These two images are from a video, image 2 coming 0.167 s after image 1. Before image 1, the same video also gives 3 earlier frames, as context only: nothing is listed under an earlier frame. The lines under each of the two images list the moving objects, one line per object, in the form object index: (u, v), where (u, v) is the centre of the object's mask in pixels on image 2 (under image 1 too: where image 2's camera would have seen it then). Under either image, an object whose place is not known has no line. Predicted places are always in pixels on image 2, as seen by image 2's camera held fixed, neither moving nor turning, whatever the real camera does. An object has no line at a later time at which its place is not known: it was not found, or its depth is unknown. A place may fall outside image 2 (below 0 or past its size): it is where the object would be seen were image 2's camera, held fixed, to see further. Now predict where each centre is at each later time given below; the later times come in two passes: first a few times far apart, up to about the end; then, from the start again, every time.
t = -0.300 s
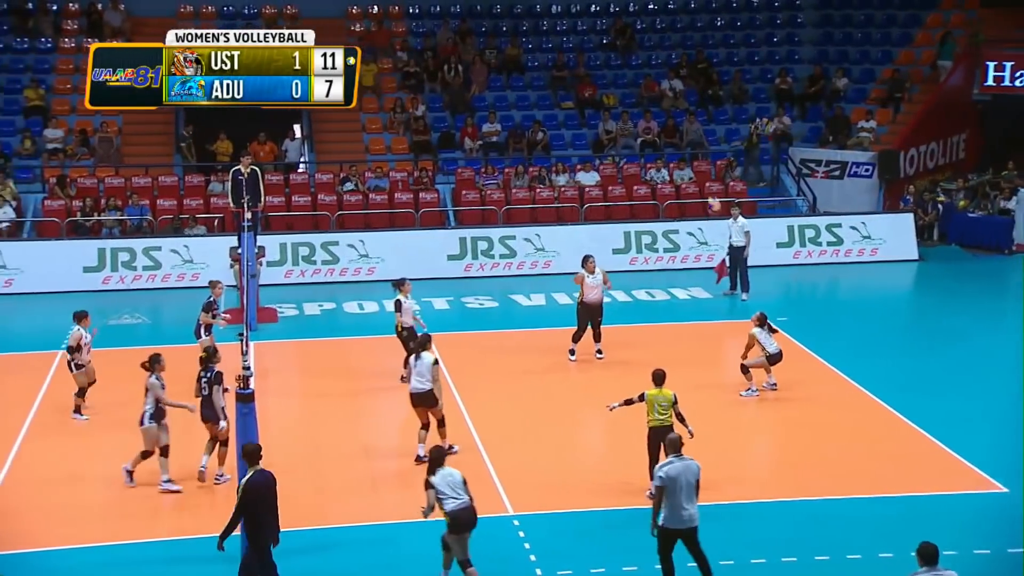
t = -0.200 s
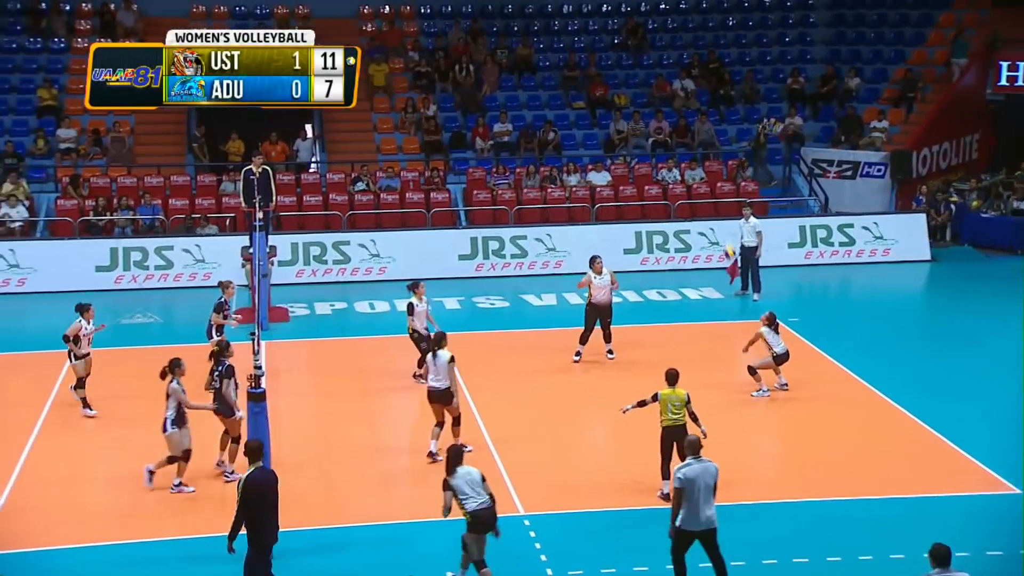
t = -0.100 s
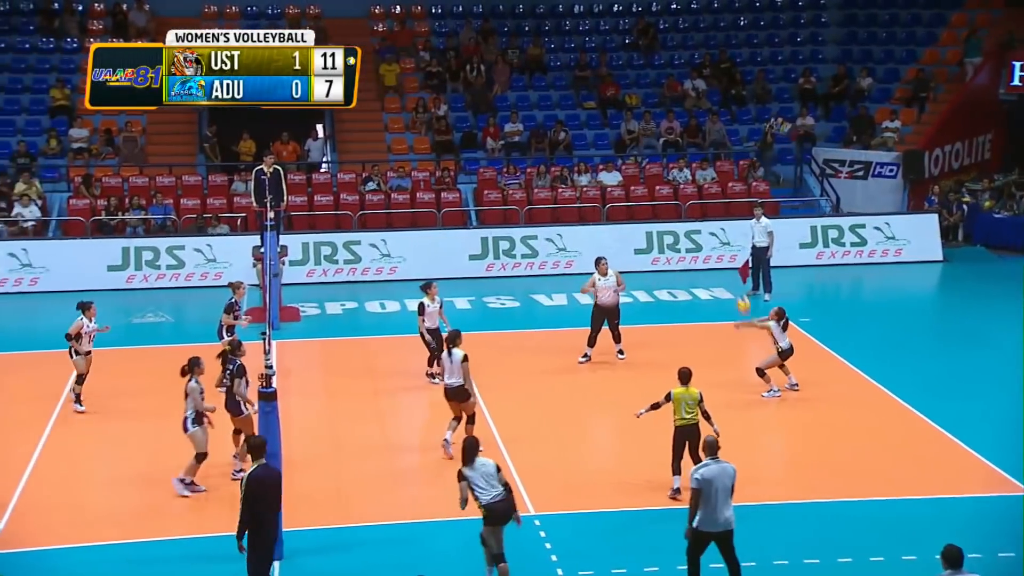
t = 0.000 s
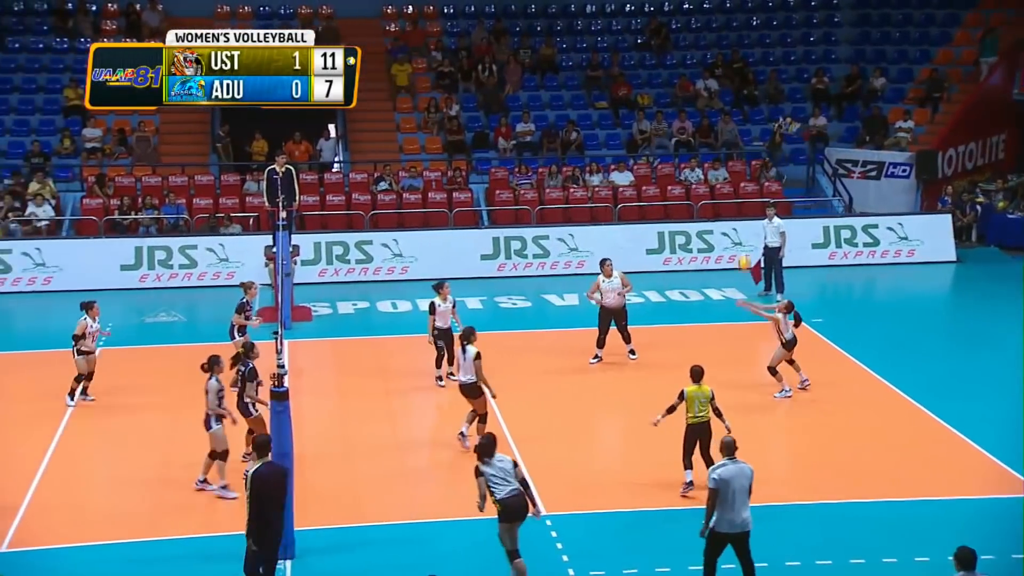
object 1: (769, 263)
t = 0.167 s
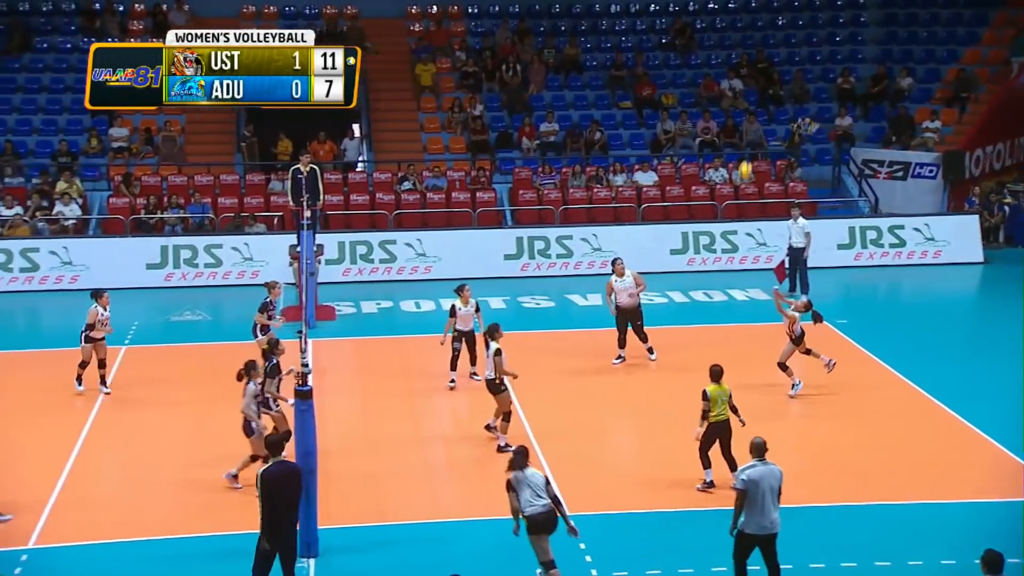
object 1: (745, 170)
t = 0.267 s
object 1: (732, 124)
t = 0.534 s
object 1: (697, 32)
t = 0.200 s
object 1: (741, 154)
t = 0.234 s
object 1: (736, 138)
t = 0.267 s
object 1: (732, 124)
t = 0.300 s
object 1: (728, 110)
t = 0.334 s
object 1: (723, 96)
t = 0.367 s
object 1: (719, 84)
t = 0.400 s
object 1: (715, 71)
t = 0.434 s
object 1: (710, 60)
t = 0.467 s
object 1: (706, 50)
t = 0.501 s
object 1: (701, 41)
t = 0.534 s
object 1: (697, 32)
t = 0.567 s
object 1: (692, 24)
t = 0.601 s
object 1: (687, 17)
